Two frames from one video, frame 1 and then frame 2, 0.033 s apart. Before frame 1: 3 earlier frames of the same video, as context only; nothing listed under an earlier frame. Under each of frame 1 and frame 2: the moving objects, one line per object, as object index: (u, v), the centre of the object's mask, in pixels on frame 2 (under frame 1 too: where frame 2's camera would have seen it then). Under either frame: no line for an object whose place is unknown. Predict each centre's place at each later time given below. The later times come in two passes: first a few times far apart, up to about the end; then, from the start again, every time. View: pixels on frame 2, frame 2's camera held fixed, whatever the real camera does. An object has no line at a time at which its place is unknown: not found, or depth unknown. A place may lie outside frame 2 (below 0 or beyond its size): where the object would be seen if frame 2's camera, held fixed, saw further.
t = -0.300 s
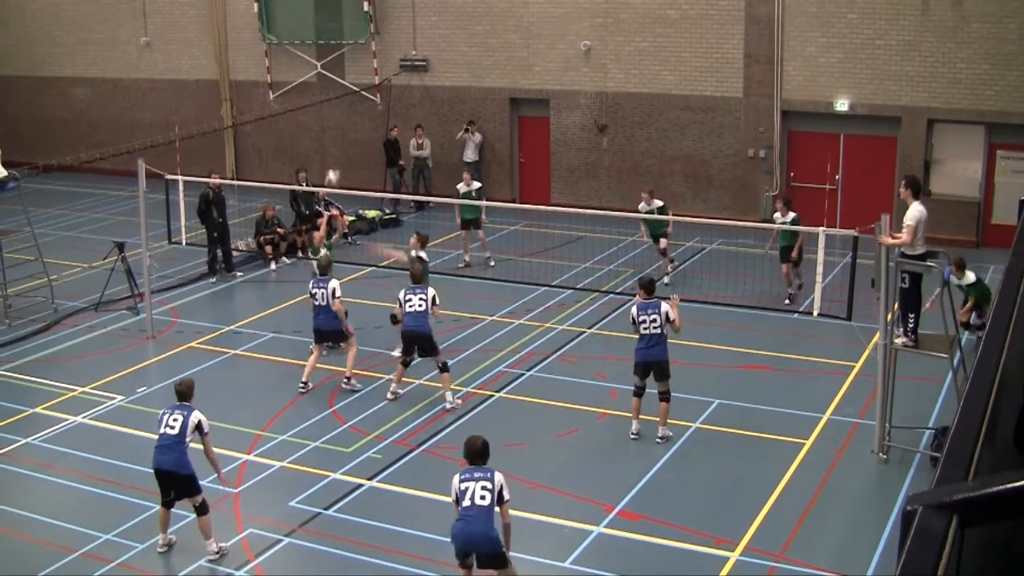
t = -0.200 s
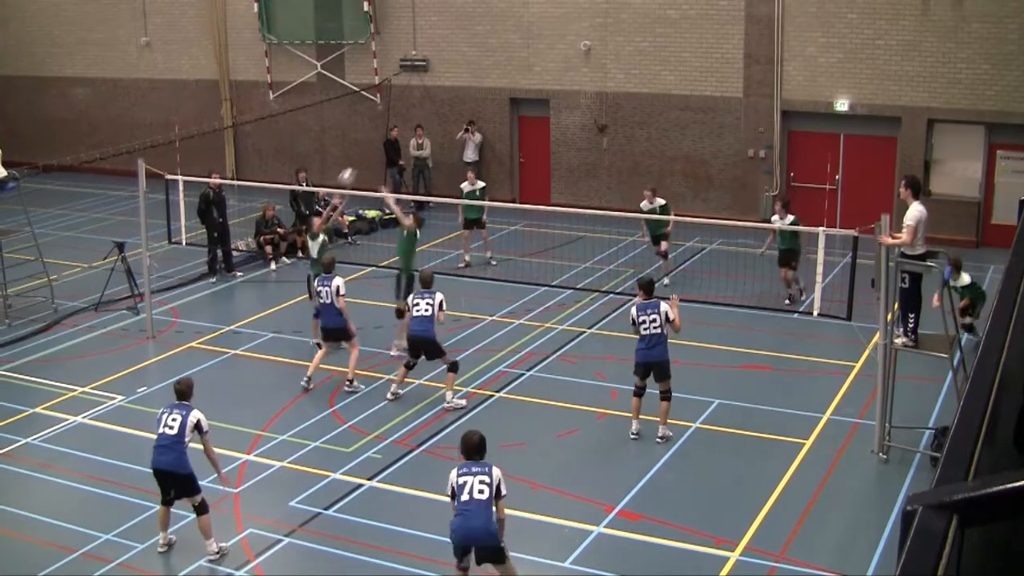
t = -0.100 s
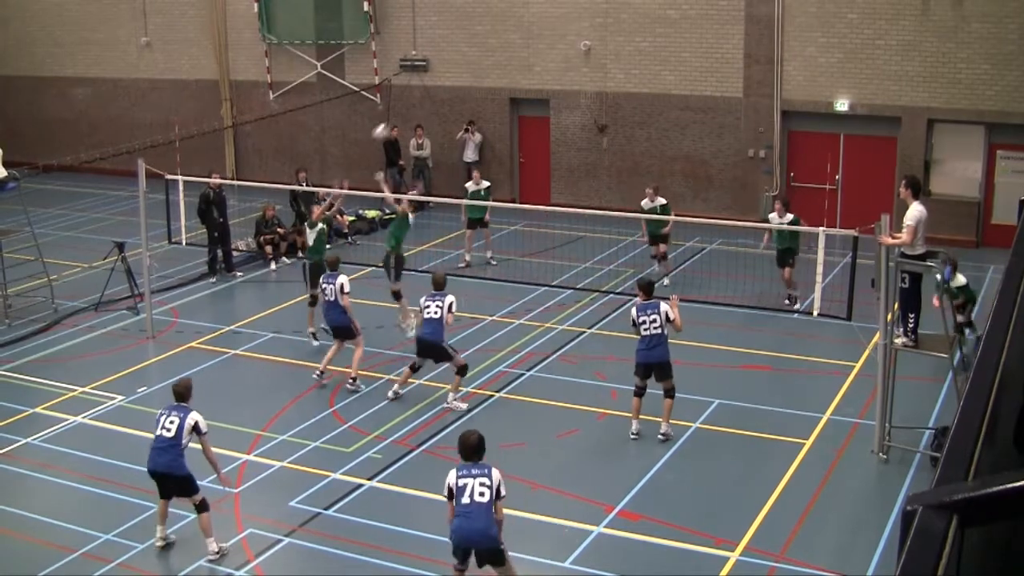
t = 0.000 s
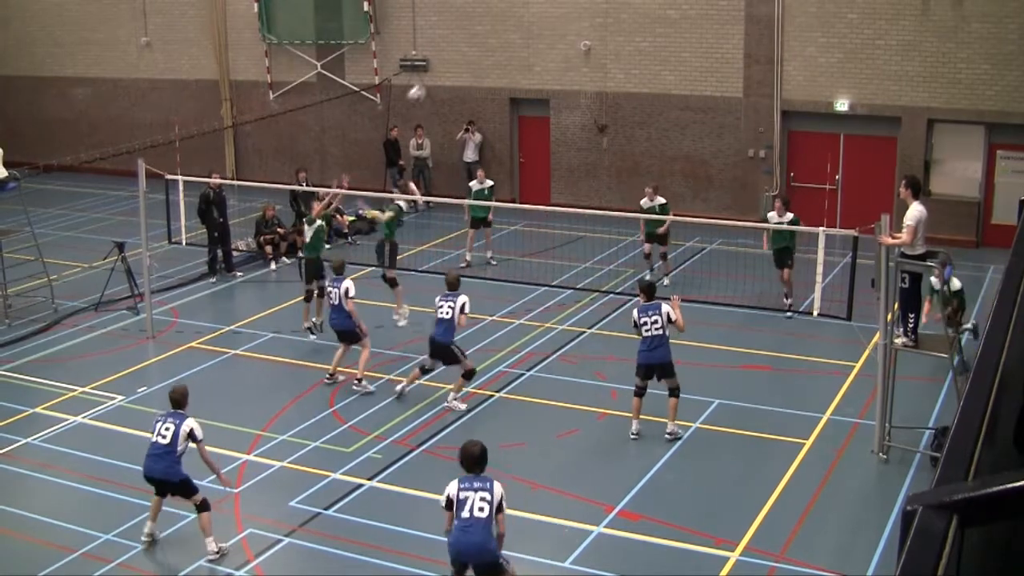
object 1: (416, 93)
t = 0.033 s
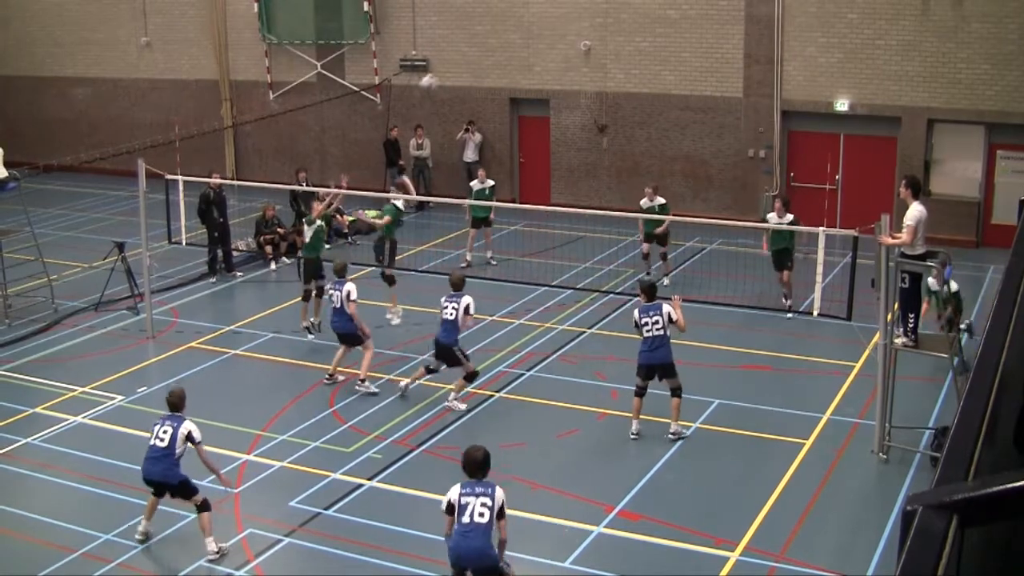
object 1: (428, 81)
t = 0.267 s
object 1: (515, 26)
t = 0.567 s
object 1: (627, 14)
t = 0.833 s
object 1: (723, 64)
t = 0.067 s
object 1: (440, 71)
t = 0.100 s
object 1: (453, 62)
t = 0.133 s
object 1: (465, 53)
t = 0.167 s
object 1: (477, 45)
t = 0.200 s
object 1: (490, 38)
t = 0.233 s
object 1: (502, 32)
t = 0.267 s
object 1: (515, 26)
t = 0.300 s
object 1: (528, 22)
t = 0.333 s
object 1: (540, 18)
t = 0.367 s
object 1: (552, 15)
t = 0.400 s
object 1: (564, 12)
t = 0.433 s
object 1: (577, 12)
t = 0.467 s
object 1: (589, 11)
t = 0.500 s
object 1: (602, 11)
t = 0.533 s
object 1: (614, 13)
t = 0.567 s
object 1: (627, 14)
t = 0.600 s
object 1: (640, 18)
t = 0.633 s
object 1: (652, 22)
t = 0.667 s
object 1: (663, 27)
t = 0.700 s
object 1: (675, 32)
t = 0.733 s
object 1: (688, 39)
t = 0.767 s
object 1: (699, 47)
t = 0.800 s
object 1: (711, 54)
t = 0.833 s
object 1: (723, 64)
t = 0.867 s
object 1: (735, 74)
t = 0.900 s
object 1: (747, 86)
